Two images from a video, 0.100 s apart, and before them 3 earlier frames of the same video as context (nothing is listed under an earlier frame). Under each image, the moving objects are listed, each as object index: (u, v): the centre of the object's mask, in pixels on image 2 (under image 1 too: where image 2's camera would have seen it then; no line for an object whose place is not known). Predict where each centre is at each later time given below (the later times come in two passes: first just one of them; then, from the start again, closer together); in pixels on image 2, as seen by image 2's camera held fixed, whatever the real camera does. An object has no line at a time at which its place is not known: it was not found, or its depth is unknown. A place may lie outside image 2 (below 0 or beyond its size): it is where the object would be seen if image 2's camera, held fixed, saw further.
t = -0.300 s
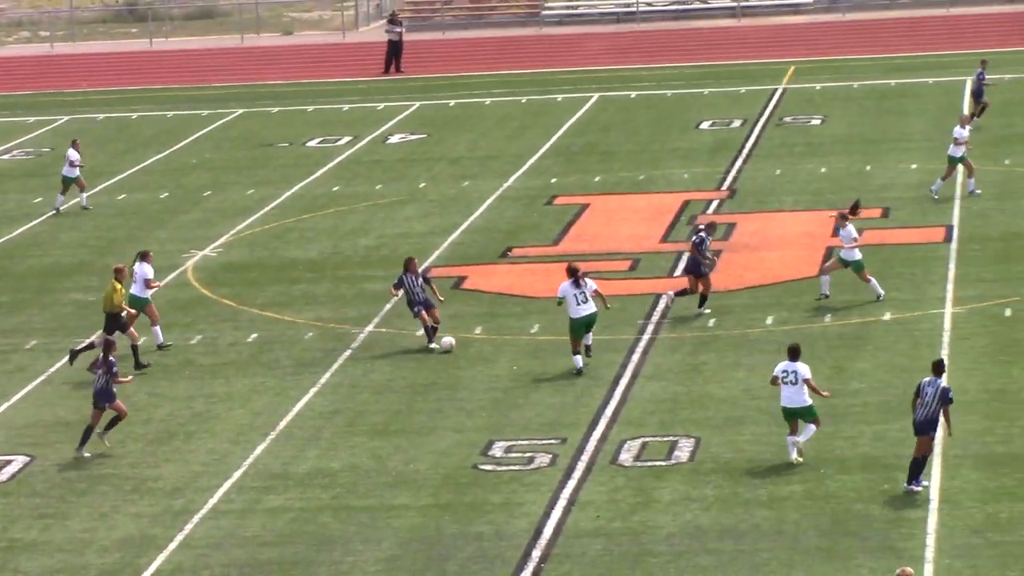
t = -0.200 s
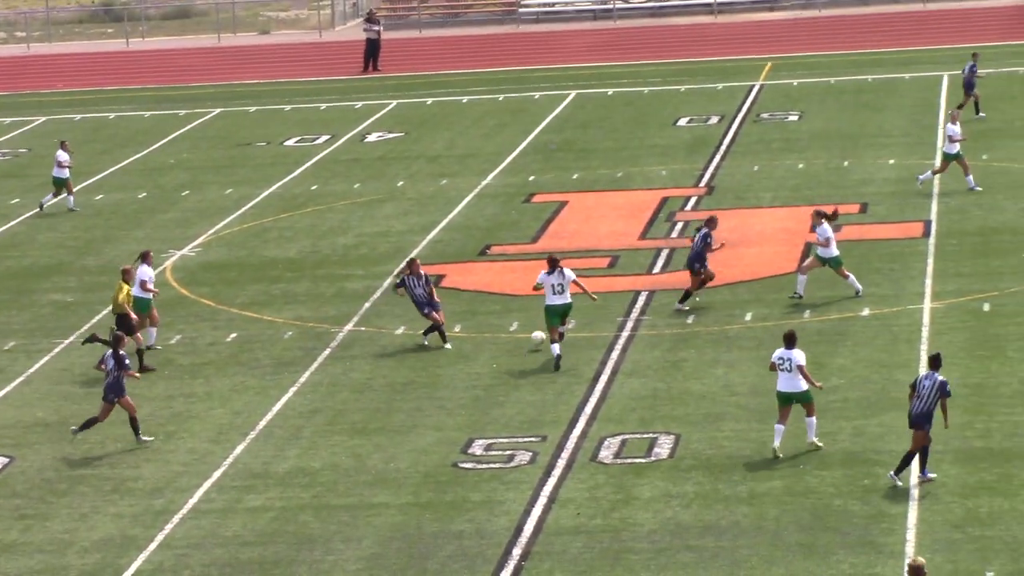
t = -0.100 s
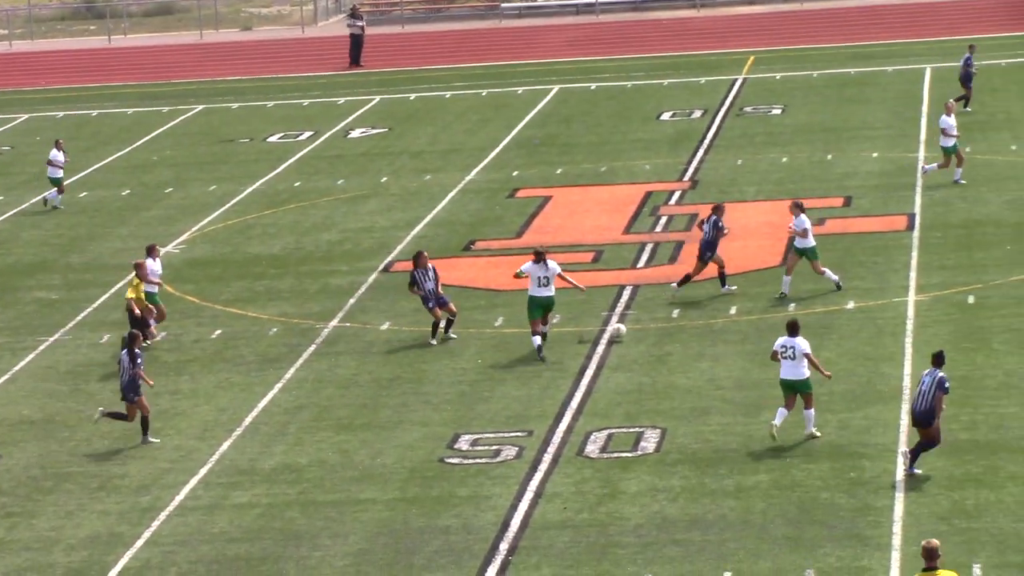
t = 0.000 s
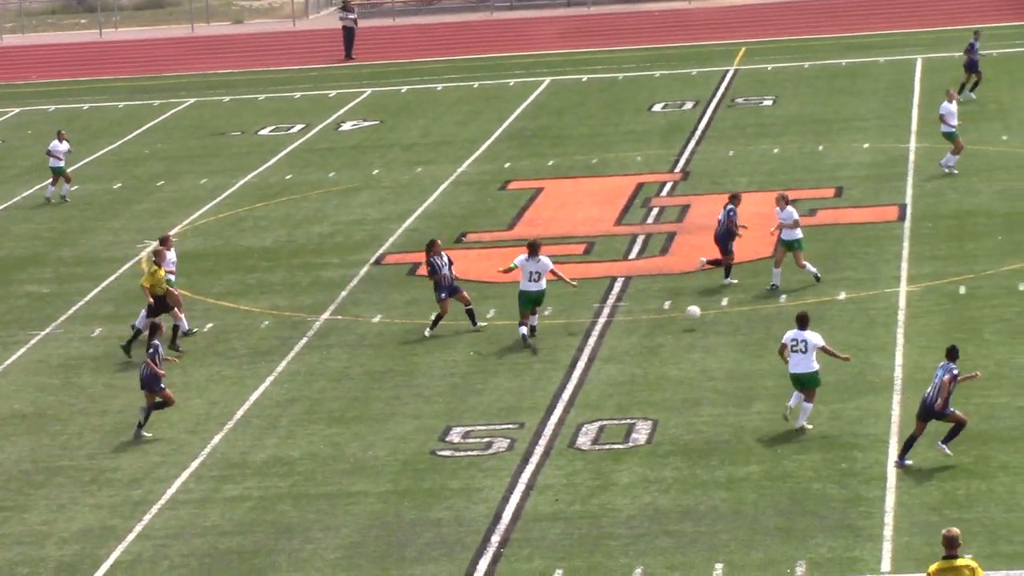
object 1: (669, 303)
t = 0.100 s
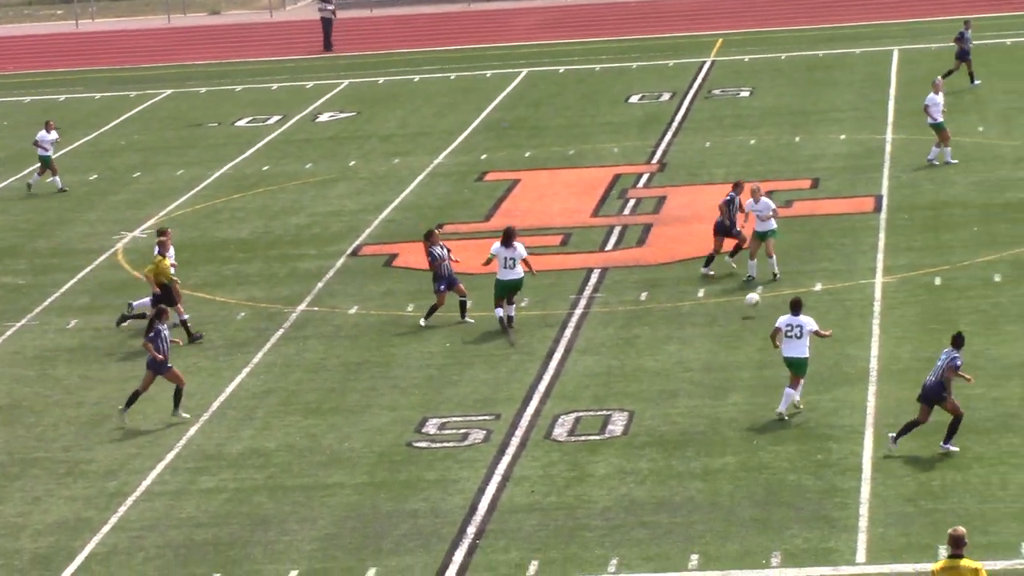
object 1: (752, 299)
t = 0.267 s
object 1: (888, 302)
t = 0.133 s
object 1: (780, 299)
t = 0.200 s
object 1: (837, 303)
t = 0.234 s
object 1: (863, 305)
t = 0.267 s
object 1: (888, 302)
